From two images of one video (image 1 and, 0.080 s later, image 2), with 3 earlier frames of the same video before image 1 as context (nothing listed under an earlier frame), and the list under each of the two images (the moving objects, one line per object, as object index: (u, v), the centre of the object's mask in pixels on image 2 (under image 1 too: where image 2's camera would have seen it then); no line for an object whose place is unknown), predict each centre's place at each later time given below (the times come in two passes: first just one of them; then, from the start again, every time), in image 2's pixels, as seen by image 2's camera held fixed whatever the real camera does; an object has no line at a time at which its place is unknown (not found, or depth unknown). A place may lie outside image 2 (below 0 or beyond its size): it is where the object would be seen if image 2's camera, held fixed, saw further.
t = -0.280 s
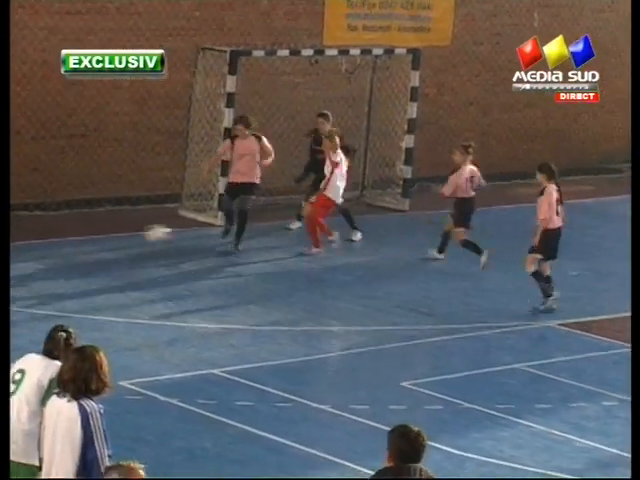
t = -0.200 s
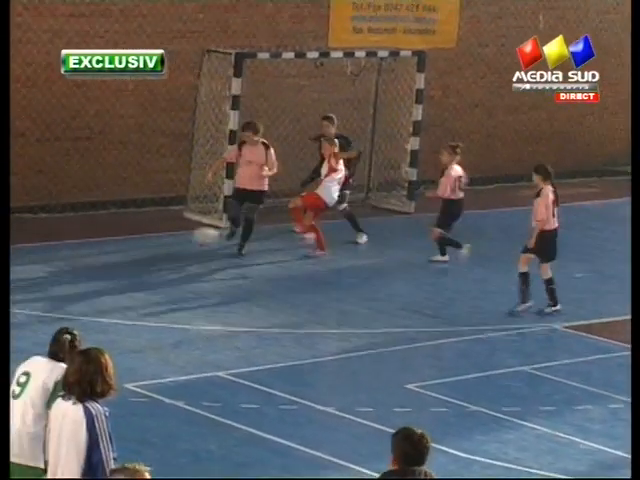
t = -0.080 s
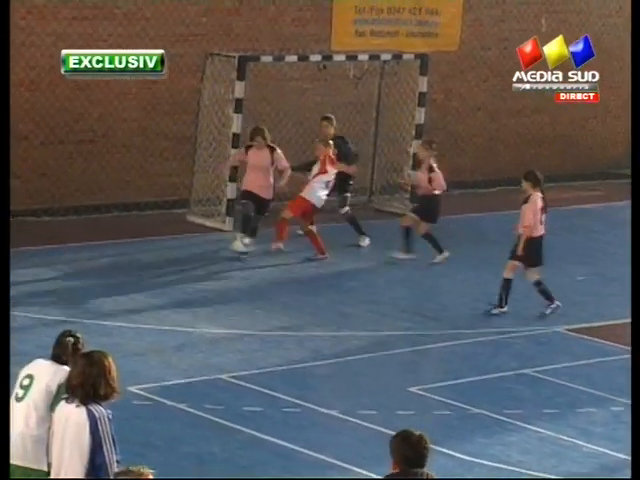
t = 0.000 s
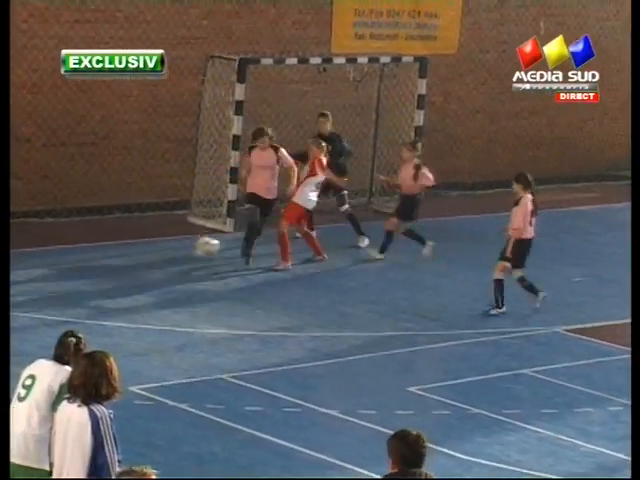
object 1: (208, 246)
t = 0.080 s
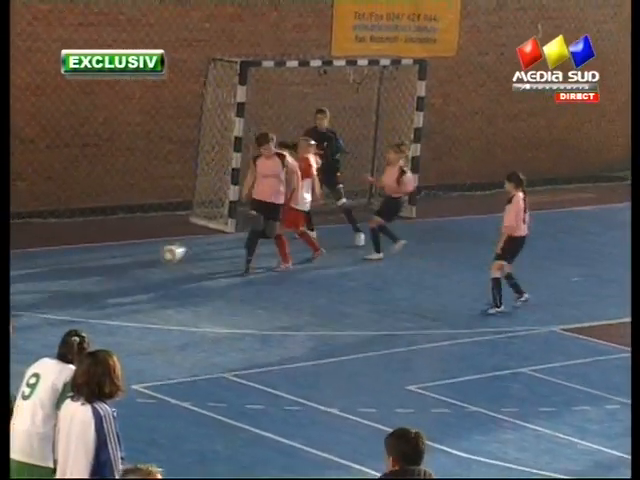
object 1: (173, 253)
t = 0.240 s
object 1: (94, 287)
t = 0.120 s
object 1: (155, 258)
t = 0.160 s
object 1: (134, 267)
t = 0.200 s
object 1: (115, 277)
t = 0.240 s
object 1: (94, 287)
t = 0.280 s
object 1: (74, 299)
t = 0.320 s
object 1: (59, 302)
